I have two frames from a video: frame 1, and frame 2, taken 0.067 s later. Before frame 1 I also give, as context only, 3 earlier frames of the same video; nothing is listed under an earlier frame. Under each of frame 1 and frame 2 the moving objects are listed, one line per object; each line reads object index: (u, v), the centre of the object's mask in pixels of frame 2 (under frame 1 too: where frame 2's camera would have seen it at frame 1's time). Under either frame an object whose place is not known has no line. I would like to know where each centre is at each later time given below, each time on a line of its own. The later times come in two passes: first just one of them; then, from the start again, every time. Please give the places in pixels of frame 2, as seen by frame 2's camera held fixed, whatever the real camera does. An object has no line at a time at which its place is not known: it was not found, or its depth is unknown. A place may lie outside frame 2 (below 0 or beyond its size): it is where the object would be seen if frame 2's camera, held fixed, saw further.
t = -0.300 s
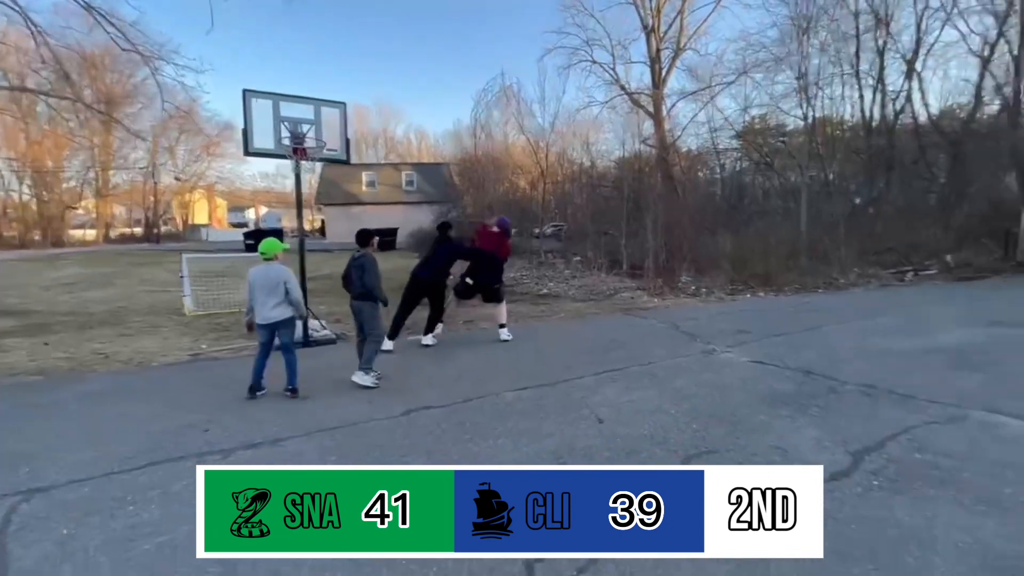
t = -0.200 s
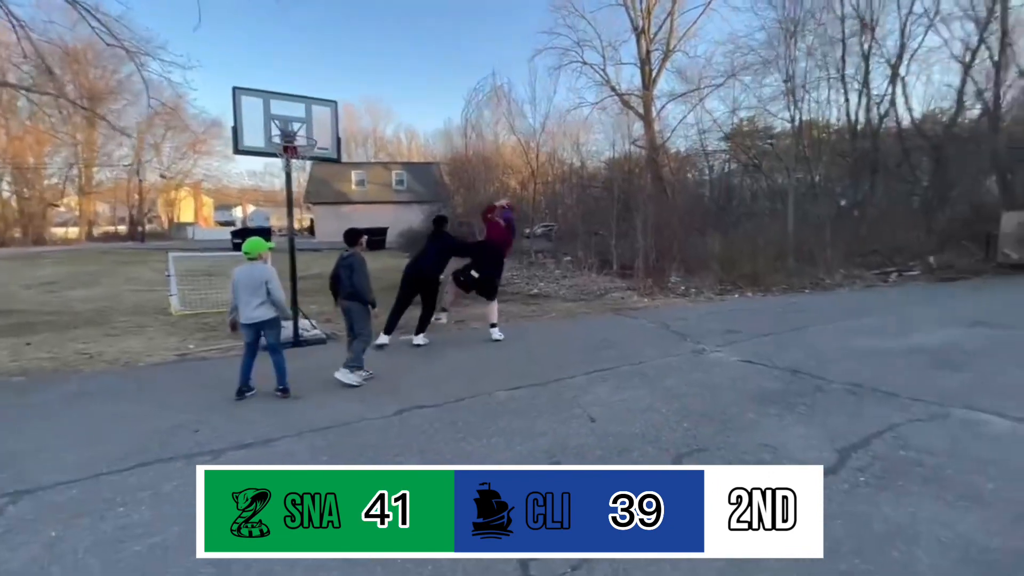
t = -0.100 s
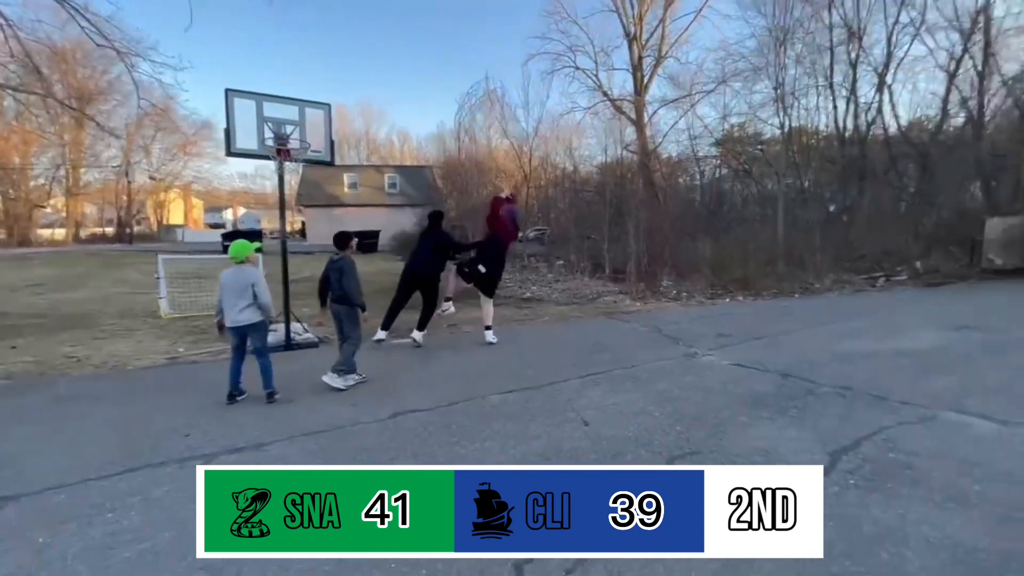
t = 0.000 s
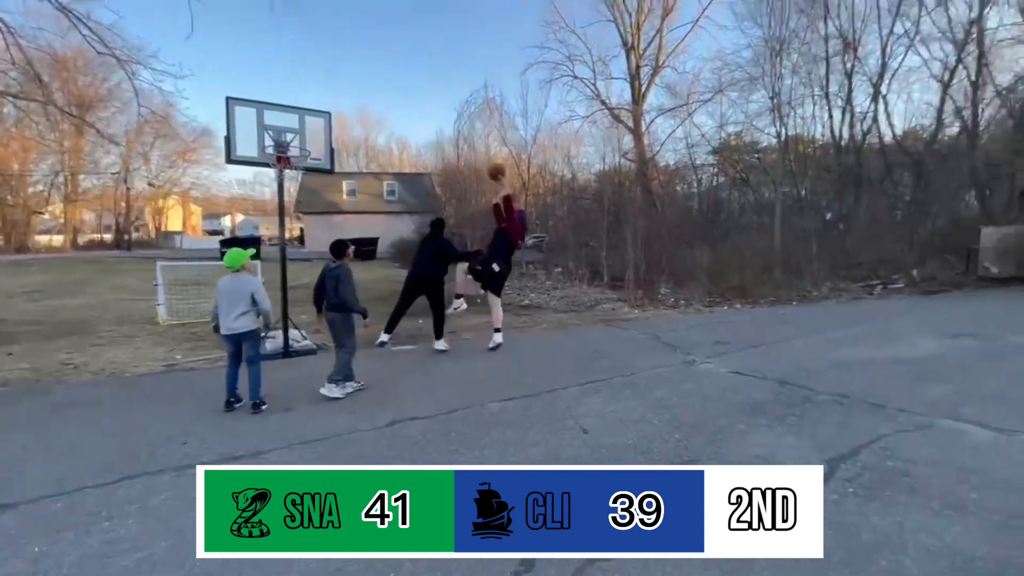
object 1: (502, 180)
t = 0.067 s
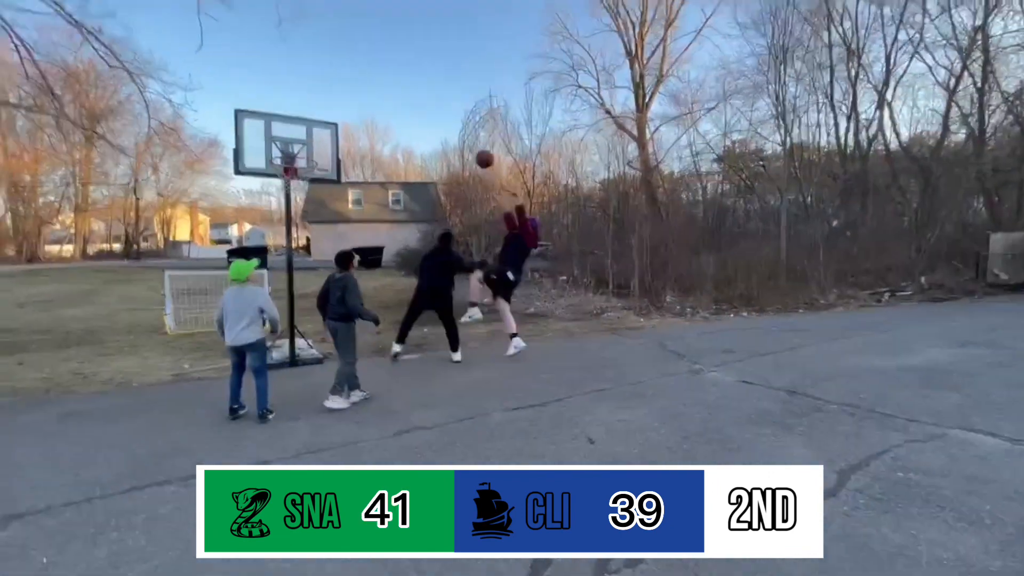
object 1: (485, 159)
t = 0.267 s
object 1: (431, 117)
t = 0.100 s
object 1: (476, 150)
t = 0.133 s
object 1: (467, 142)
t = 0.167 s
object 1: (459, 135)
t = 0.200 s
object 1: (449, 128)
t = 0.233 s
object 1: (440, 122)
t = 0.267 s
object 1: (431, 117)
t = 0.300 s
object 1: (422, 112)
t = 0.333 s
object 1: (413, 107)
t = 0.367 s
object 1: (404, 104)
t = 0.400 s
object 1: (395, 102)
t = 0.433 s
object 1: (386, 100)
